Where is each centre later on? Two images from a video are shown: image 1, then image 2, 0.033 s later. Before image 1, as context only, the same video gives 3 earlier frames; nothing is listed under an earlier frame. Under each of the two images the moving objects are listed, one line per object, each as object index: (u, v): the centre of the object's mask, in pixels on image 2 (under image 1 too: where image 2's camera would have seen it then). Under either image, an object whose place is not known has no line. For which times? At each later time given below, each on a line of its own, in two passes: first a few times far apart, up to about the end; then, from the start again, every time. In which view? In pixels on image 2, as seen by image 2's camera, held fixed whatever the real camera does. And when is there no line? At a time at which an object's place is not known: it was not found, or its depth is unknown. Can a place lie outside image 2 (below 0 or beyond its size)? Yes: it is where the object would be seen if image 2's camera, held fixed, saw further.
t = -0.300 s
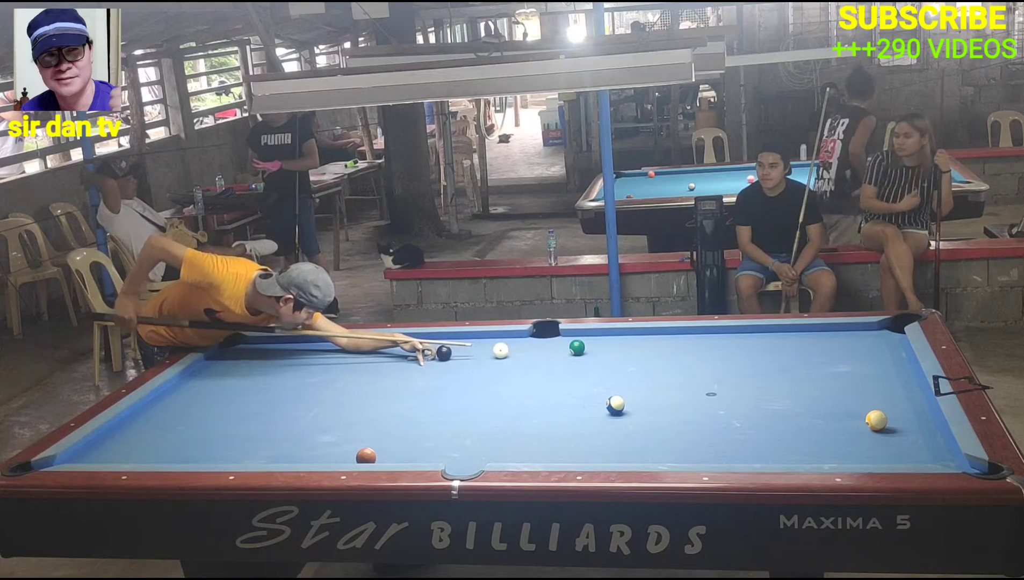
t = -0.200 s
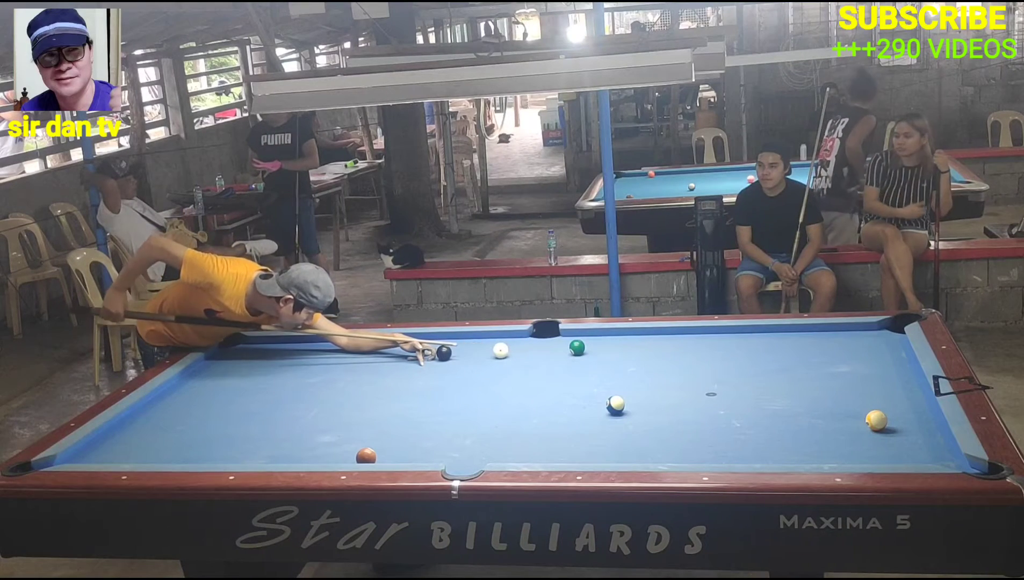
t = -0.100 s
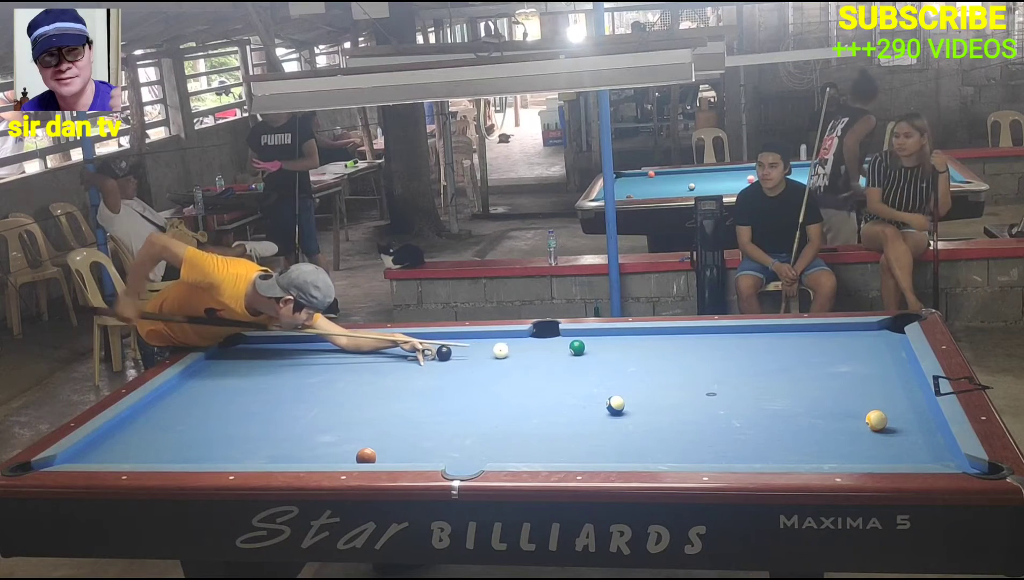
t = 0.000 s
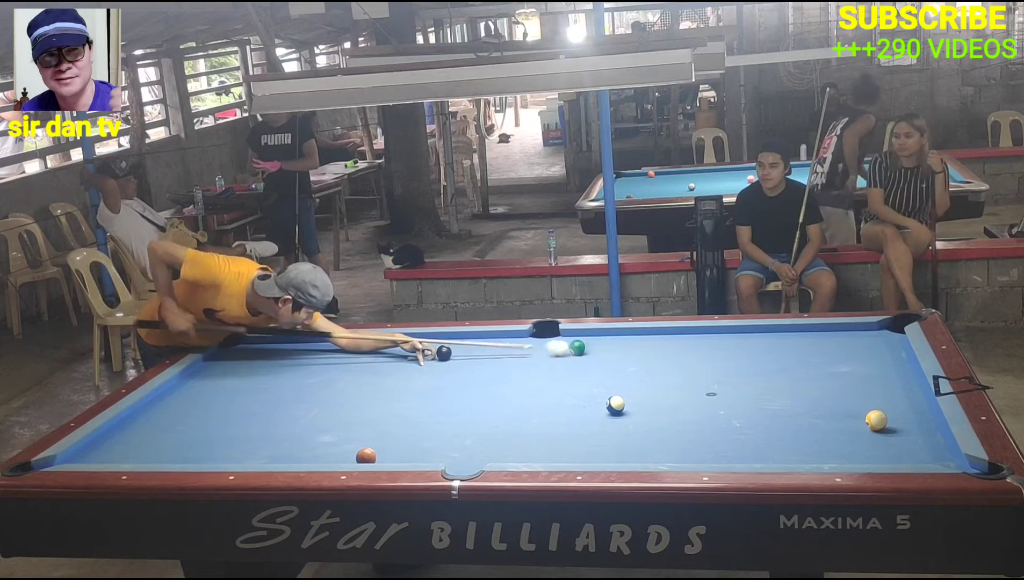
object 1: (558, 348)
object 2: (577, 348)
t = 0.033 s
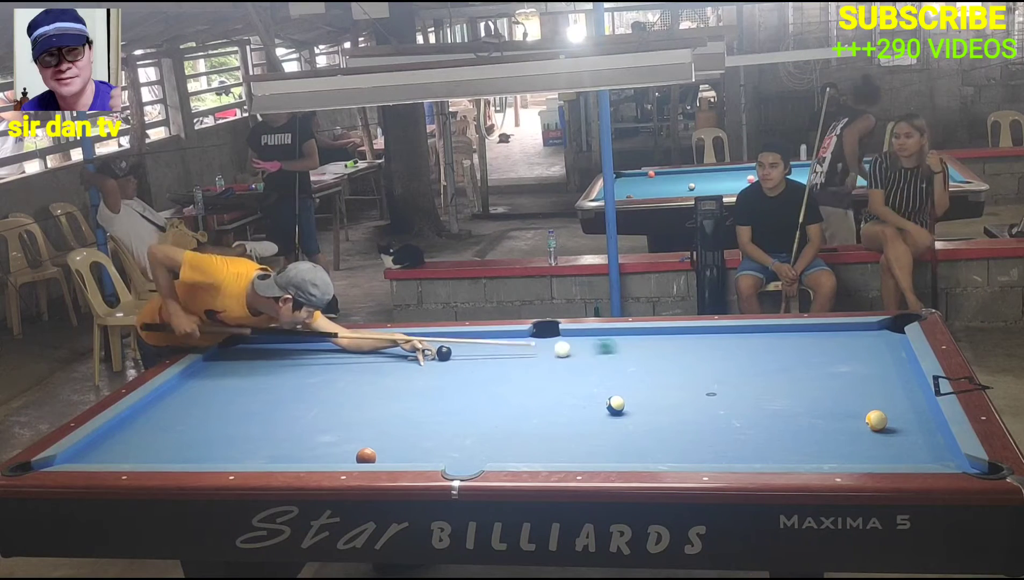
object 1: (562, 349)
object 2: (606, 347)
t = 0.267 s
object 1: (602, 353)
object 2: (779, 335)
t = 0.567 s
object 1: (678, 357)
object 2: (900, 328)
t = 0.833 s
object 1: (748, 360)
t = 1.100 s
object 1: (819, 364)
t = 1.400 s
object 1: (901, 368)
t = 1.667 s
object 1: (880, 375)
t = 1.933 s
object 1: (842, 381)
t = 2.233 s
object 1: (802, 388)
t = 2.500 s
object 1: (767, 394)
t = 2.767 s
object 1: (735, 400)
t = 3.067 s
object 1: (700, 406)
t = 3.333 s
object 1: (670, 411)
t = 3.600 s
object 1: (643, 416)
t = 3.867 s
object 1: (617, 421)
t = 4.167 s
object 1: (590, 427)
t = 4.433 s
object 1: (568, 430)
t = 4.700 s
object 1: (548, 434)
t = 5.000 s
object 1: (528, 438)
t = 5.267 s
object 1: (512, 441)
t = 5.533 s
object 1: (499, 444)
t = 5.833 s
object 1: (486, 446)
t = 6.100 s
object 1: (477, 448)
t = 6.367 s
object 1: (470, 449)
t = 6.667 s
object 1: (465, 451)
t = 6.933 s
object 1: (464, 451)
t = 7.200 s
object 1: (464, 451)
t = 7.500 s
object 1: (464, 451)
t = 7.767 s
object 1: (464, 450)
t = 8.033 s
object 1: (464, 450)
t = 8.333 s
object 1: (464, 450)
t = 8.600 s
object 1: (464, 450)
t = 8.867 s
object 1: (464, 451)
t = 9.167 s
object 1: (464, 451)
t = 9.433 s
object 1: (464, 451)
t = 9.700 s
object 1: (464, 450)
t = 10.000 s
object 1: (464, 450)
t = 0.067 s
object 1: (564, 350)
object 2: (633, 345)
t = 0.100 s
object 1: (568, 351)
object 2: (661, 344)
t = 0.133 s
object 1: (572, 352)
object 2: (686, 342)
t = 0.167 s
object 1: (578, 352)
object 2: (711, 340)
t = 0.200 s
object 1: (586, 353)
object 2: (733, 339)
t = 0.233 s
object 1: (594, 353)
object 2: (757, 338)
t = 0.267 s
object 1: (602, 353)
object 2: (779, 335)
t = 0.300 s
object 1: (610, 354)
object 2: (799, 334)
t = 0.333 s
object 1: (619, 354)
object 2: (820, 333)
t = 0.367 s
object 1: (627, 355)
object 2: (841, 332)
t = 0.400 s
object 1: (636, 355)
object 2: (861, 331)
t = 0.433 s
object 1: (644, 355)
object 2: (882, 328)
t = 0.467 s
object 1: (653, 356)
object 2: (900, 325)
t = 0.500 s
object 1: (661, 356)
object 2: (899, 323)
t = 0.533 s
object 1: (670, 357)
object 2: (898, 324)
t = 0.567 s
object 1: (678, 357)
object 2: (900, 328)
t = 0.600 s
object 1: (687, 357)
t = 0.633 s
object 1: (696, 358)
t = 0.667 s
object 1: (704, 358)
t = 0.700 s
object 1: (713, 359)
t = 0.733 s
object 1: (722, 359)
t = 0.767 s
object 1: (730, 360)
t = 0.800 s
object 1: (739, 360)
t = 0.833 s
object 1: (748, 360)
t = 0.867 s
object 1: (757, 361)
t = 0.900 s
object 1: (765, 361)
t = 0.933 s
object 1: (774, 362)
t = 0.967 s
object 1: (784, 362)
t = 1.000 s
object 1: (792, 363)
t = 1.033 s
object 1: (801, 363)
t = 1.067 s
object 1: (811, 364)
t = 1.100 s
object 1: (819, 364)
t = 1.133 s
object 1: (829, 365)
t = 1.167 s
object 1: (838, 365)
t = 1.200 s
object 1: (846, 365)
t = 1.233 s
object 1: (856, 366)
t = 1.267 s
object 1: (865, 366)
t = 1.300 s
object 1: (874, 367)
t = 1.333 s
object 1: (883, 367)
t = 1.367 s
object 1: (892, 368)
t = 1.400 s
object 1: (901, 368)
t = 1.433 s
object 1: (910, 369)
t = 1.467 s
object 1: (909, 369)
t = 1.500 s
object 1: (904, 370)
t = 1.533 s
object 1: (899, 371)
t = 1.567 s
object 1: (894, 372)
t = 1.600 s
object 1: (890, 373)
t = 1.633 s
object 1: (885, 374)
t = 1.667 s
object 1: (880, 375)
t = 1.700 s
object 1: (875, 376)
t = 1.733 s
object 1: (871, 376)
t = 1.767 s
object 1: (866, 377)
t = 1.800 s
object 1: (861, 378)
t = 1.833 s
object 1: (856, 379)
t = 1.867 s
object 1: (852, 380)
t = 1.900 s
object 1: (847, 380)
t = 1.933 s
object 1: (842, 381)
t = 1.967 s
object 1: (838, 382)
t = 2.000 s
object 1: (833, 383)
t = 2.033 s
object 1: (828, 383)
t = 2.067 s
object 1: (824, 384)
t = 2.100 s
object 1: (820, 385)
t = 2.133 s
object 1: (815, 386)
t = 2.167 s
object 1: (811, 387)
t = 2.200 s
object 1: (806, 387)
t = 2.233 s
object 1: (802, 388)
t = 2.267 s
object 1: (798, 389)
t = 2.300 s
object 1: (793, 390)
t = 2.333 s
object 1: (789, 390)
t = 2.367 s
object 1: (784, 391)
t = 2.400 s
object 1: (780, 392)
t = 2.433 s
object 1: (776, 393)
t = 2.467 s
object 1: (772, 393)
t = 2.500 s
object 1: (767, 394)
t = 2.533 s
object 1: (763, 395)
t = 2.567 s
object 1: (759, 395)
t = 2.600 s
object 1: (755, 396)
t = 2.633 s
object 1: (751, 397)
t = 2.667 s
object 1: (747, 398)
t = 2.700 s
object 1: (743, 398)
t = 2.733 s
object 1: (739, 399)
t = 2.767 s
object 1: (735, 400)
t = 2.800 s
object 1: (731, 400)
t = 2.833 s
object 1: (727, 401)
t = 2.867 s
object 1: (723, 402)
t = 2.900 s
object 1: (719, 403)
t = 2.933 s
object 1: (715, 403)
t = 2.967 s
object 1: (711, 404)
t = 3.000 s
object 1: (708, 405)
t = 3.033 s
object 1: (704, 405)
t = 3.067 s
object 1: (700, 406)
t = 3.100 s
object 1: (696, 407)
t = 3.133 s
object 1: (692, 407)
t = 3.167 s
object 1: (689, 408)
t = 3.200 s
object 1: (685, 409)
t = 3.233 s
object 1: (681, 409)
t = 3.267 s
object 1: (678, 410)
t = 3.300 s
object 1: (674, 411)
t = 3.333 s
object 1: (670, 411)
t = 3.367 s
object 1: (667, 412)
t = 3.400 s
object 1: (663, 413)
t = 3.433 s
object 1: (660, 413)
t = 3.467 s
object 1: (656, 414)
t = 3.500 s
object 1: (653, 415)
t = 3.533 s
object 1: (649, 415)
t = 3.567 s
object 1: (646, 416)
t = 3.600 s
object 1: (643, 416)
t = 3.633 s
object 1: (640, 417)
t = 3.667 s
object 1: (636, 418)
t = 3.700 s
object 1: (633, 418)
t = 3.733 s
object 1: (630, 419)
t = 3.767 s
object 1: (627, 419)
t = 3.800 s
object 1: (623, 420)
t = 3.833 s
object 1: (620, 421)
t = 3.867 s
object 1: (617, 421)
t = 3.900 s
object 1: (614, 422)
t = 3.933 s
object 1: (611, 423)
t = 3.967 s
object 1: (608, 423)
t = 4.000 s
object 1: (605, 424)
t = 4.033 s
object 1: (602, 424)
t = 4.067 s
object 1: (599, 425)
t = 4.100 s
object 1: (596, 425)
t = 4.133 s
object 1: (593, 426)
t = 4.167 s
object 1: (590, 427)
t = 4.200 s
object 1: (587, 427)
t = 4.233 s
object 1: (584, 428)
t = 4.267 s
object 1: (582, 428)
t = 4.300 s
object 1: (579, 428)
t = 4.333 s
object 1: (576, 429)
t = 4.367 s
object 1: (573, 429)
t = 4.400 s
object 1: (571, 430)
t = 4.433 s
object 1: (568, 430)
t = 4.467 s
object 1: (566, 431)
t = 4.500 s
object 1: (563, 431)
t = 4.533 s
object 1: (560, 432)
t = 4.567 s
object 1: (558, 432)
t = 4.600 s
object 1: (556, 433)
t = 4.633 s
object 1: (553, 433)
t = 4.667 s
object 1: (551, 434)
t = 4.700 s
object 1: (548, 434)
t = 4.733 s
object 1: (546, 435)
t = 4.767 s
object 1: (543, 435)
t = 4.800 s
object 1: (541, 436)
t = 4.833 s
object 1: (539, 436)
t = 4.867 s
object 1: (536, 436)
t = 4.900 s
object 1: (534, 437)
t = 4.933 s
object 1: (532, 437)
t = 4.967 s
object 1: (530, 438)
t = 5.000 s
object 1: (528, 438)
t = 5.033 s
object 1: (526, 438)
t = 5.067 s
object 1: (524, 439)
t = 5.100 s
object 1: (522, 439)
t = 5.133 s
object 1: (520, 439)
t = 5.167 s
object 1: (518, 440)
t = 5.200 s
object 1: (516, 440)
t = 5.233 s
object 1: (514, 440)
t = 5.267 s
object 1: (512, 441)
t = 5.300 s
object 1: (511, 441)
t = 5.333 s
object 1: (509, 442)
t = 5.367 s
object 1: (507, 442)
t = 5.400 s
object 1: (505, 442)
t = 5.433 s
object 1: (503, 443)
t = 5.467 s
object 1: (502, 443)
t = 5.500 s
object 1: (500, 443)
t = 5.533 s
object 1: (499, 444)
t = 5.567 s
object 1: (497, 444)
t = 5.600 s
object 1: (496, 444)
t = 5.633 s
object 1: (494, 445)
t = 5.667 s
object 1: (493, 445)
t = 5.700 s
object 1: (491, 445)
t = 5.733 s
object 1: (490, 445)
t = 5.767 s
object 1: (488, 446)
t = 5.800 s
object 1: (487, 446)
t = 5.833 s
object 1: (486, 446)
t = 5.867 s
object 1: (485, 447)
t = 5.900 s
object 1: (483, 447)
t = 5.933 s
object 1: (482, 447)
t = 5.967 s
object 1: (481, 447)
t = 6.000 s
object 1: (480, 447)
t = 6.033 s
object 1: (479, 448)
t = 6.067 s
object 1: (477, 448)
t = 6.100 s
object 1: (477, 448)
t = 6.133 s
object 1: (476, 448)
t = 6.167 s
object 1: (475, 448)
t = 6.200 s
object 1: (474, 449)
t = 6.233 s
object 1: (473, 449)
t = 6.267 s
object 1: (472, 449)
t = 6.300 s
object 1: (471, 449)
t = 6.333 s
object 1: (471, 449)
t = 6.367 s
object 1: (470, 449)
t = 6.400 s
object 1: (469, 450)
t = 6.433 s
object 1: (469, 450)
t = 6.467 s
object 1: (468, 450)
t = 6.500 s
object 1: (467, 450)
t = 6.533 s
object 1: (467, 450)
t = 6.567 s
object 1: (467, 450)
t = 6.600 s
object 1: (466, 451)
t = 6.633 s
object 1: (466, 451)
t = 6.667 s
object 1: (465, 451)
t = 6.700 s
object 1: (465, 451)
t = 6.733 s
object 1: (465, 451)
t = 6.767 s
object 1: (465, 451)
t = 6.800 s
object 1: (464, 451)
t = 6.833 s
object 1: (464, 451)
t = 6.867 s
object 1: (464, 451)
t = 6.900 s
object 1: (464, 451)
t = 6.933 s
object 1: (464, 451)
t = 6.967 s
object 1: (464, 451)
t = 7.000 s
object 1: (464, 451)
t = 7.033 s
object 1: (464, 451)
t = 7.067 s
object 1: (464, 451)
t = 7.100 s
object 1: (464, 451)
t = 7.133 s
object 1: (464, 451)
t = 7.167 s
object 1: (464, 451)
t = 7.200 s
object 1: (464, 451)
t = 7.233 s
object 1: (464, 451)
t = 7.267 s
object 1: (464, 451)
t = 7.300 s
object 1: (464, 451)
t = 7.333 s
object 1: (464, 451)
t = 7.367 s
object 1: (464, 451)
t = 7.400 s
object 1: (464, 451)
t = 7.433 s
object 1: (464, 451)
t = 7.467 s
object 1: (464, 450)
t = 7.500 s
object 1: (464, 451)
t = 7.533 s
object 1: (464, 451)
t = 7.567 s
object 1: (464, 451)
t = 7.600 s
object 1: (464, 451)
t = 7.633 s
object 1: (464, 451)
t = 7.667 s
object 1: (464, 451)
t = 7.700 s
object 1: (464, 451)
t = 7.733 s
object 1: (464, 450)
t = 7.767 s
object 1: (464, 450)
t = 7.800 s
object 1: (464, 450)
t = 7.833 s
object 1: (464, 450)
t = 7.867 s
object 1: (464, 450)
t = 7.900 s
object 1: (464, 450)
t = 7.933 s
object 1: (464, 450)
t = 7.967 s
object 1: (464, 450)
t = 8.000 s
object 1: (464, 450)
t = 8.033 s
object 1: (464, 450)
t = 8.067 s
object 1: (464, 450)
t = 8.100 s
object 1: (464, 450)
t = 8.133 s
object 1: (464, 450)
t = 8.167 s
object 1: (464, 450)
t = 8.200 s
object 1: (464, 450)
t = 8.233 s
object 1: (464, 450)
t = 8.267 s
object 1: (464, 450)
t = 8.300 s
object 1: (464, 450)
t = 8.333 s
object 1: (464, 450)
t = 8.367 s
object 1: (464, 450)
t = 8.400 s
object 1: (464, 450)
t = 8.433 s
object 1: (464, 450)
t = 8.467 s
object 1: (464, 450)
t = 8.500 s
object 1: (464, 450)
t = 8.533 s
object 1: (464, 450)
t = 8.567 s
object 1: (464, 450)
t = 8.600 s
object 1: (464, 450)
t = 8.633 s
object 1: (464, 451)
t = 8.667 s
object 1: (464, 451)
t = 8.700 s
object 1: (464, 451)
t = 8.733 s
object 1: (464, 450)
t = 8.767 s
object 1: (464, 451)
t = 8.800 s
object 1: (464, 451)
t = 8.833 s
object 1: (464, 451)
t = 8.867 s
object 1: (464, 451)
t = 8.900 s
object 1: (464, 451)
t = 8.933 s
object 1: (464, 451)
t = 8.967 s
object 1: (464, 451)
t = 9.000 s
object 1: (464, 451)
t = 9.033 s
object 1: (464, 451)
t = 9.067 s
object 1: (464, 451)
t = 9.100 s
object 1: (464, 451)
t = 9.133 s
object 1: (464, 451)
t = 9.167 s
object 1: (464, 451)
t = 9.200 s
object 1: (464, 451)
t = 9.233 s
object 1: (464, 451)
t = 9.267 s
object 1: (464, 451)
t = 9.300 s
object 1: (464, 451)
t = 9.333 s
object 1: (464, 451)
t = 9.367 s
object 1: (464, 451)
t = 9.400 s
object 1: (464, 451)
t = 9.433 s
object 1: (464, 451)
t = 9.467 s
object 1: (464, 450)
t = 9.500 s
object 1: (464, 451)
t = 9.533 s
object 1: (464, 451)
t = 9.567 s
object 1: (464, 451)
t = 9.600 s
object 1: (464, 451)
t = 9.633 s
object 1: (464, 450)
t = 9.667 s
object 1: (464, 451)
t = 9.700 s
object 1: (464, 450)
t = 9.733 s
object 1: (464, 450)
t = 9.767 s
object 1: (464, 451)
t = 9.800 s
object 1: (464, 451)
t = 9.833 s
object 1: (464, 451)
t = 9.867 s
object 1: (464, 451)
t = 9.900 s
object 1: (464, 451)
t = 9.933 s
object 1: (464, 451)
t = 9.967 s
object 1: (464, 451)
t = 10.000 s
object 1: (464, 450)
